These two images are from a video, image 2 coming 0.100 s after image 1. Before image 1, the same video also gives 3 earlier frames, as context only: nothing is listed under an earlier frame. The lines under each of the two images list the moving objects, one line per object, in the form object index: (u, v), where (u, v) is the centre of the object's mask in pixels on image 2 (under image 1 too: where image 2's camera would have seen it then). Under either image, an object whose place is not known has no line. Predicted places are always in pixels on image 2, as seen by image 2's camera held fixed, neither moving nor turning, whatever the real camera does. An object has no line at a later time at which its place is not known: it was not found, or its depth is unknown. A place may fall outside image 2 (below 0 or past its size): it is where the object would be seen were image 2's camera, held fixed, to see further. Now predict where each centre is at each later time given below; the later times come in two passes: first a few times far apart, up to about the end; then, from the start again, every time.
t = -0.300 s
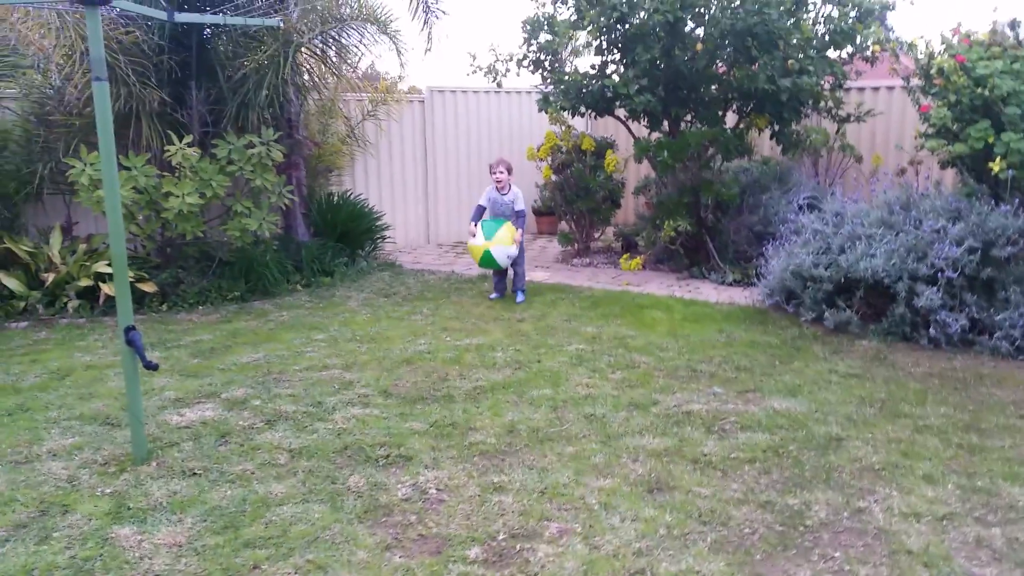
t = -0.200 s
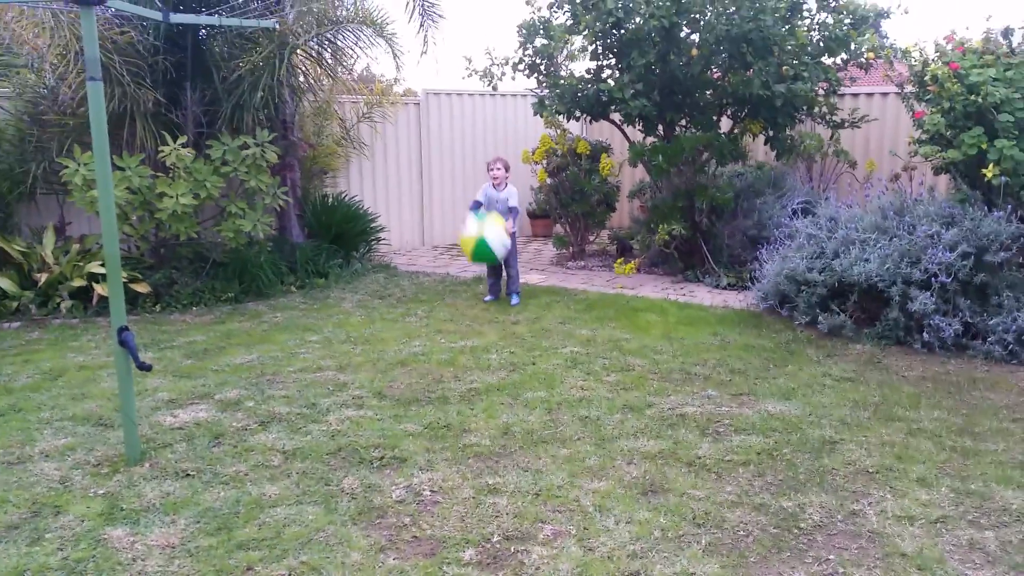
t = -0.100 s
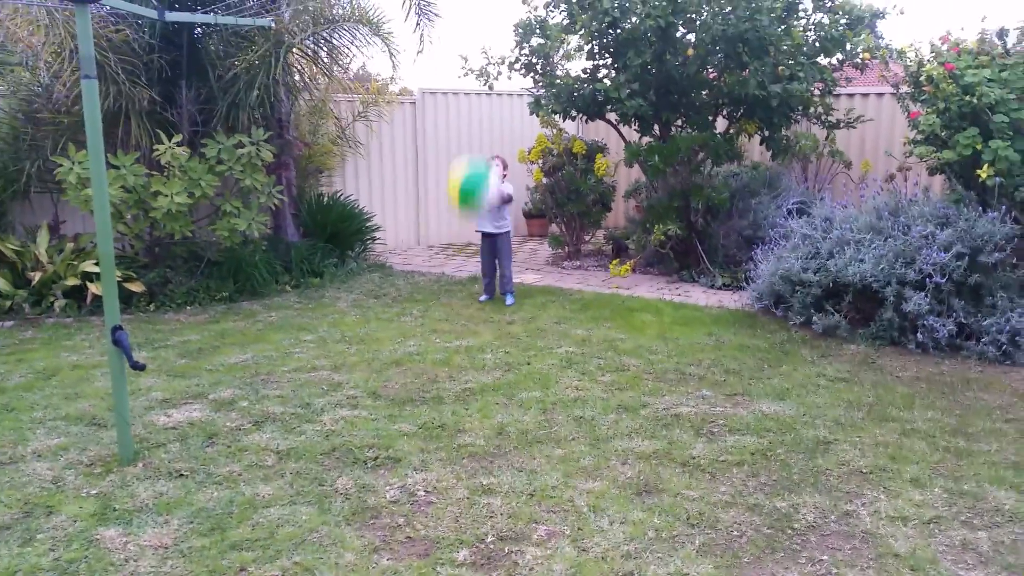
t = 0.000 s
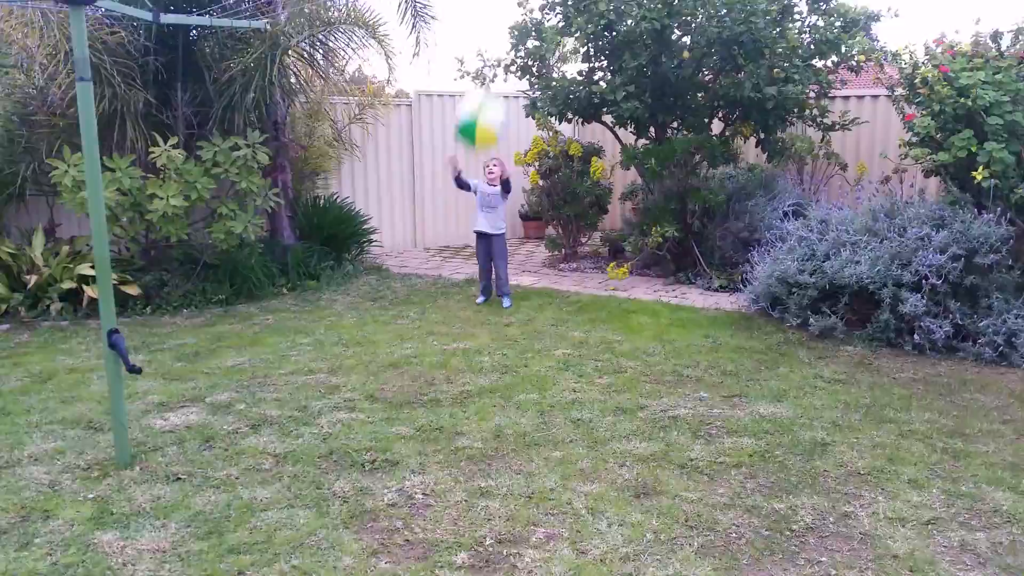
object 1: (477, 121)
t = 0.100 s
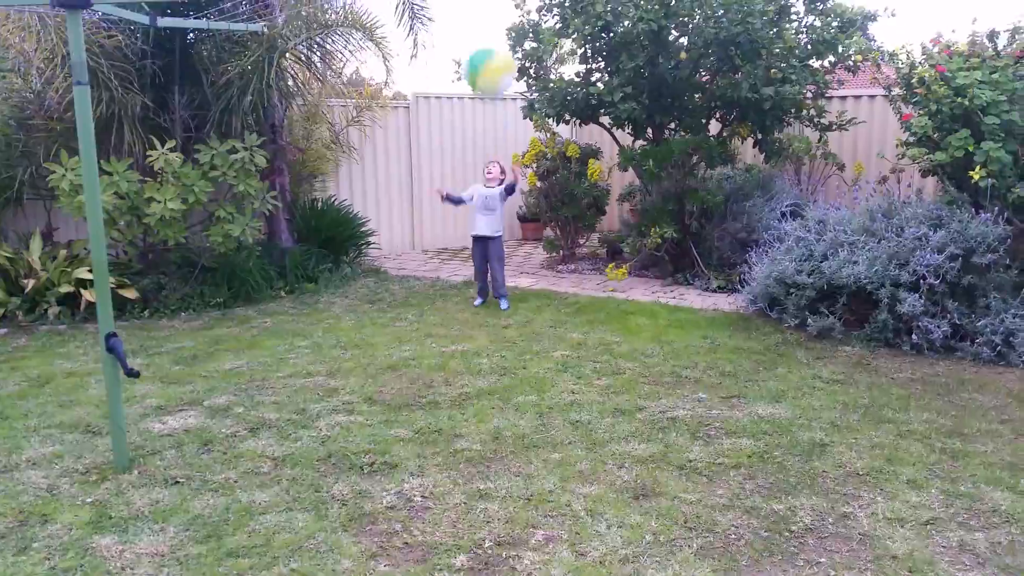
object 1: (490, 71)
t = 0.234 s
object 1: (505, 24)
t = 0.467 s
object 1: (528, 3)
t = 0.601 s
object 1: (539, 13)
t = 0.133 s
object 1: (495, 58)
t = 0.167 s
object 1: (499, 46)
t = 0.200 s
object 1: (502, 33)
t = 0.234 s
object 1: (505, 24)
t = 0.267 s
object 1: (507, 18)
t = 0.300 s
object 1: (511, 14)
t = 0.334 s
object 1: (515, 10)
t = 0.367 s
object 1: (520, 7)
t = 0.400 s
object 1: (522, 5)
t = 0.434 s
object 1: (525, 3)
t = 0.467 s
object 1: (528, 3)
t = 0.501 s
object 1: (530, 3)
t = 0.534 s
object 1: (532, 3)
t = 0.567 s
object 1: (535, 7)
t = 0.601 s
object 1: (539, 13)
